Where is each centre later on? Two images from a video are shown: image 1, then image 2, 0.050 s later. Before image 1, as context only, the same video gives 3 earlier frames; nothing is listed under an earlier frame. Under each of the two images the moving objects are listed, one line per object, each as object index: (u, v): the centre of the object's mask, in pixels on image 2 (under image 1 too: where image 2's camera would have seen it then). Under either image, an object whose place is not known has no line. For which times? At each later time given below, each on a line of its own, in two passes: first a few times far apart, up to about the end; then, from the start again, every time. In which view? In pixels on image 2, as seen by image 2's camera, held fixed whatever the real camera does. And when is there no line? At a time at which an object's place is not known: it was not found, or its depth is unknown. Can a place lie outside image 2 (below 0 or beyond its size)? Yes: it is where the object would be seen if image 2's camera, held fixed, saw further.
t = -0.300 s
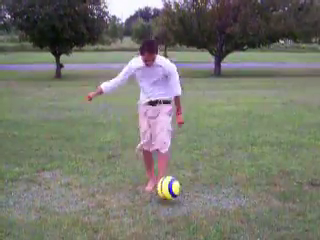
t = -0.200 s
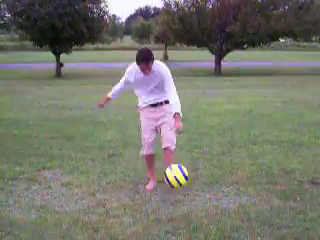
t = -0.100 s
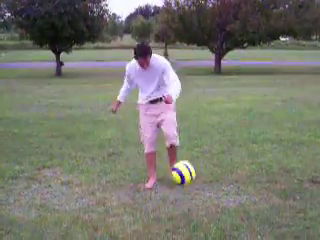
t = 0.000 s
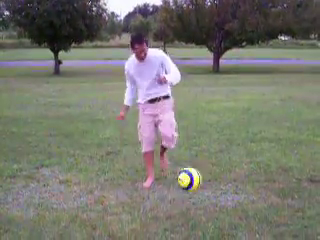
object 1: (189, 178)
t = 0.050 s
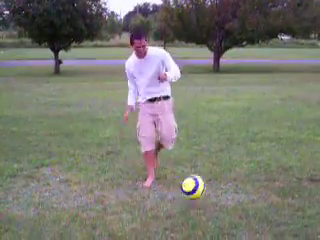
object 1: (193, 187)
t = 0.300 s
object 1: (205, 192)
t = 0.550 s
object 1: (214, 193)
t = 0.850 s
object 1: (221, 192)
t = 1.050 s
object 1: (224, 191)
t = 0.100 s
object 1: (196, 196)
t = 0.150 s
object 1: (198, 191)
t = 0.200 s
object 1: (201, 188)
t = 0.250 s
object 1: (203, 189)
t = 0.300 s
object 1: (205, 192)
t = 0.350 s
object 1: (206, 194)
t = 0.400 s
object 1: (208, 193)
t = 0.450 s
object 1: (211, 193)
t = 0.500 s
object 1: (212, 193)
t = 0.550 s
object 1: (214, 193)
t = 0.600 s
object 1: (216, 192)
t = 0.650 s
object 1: (216, 192)
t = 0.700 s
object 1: (218, 192)
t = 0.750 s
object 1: (219, 192)
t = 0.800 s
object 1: (220, 192)
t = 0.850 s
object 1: (221, 192)
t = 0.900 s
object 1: (222, 192)
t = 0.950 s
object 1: (223, 192)
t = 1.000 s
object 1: (224, 191)
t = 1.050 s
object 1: (224, 191)
